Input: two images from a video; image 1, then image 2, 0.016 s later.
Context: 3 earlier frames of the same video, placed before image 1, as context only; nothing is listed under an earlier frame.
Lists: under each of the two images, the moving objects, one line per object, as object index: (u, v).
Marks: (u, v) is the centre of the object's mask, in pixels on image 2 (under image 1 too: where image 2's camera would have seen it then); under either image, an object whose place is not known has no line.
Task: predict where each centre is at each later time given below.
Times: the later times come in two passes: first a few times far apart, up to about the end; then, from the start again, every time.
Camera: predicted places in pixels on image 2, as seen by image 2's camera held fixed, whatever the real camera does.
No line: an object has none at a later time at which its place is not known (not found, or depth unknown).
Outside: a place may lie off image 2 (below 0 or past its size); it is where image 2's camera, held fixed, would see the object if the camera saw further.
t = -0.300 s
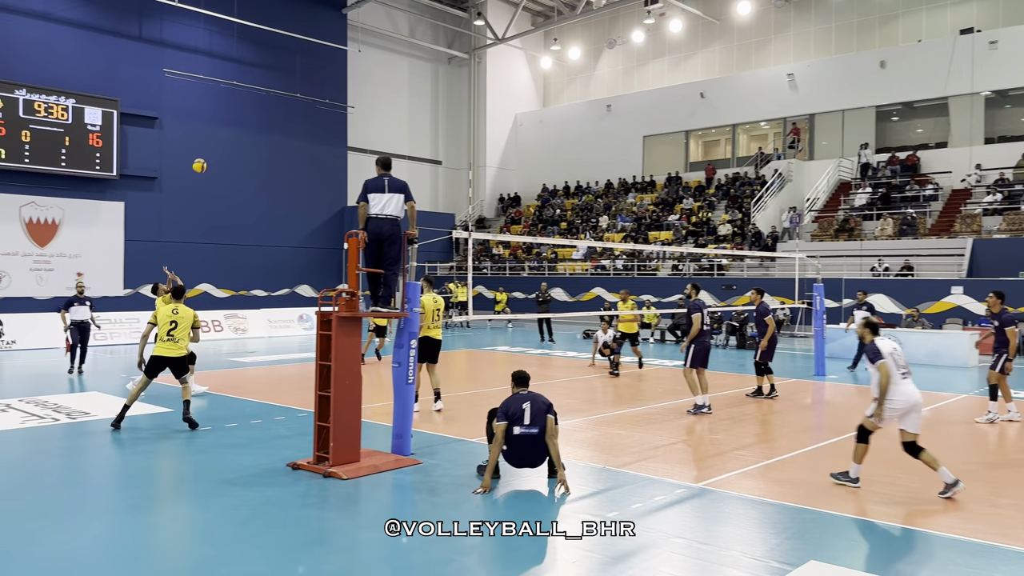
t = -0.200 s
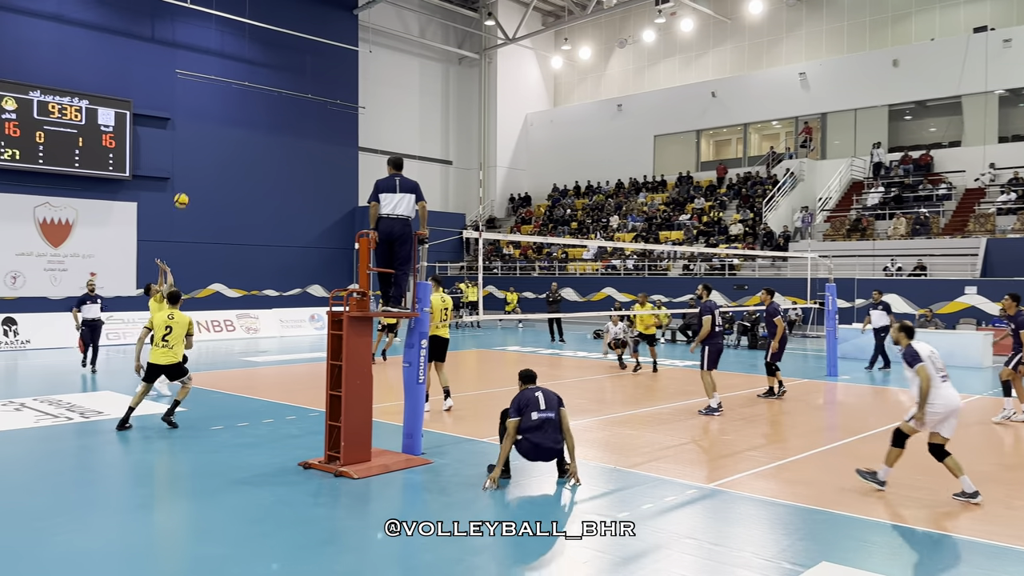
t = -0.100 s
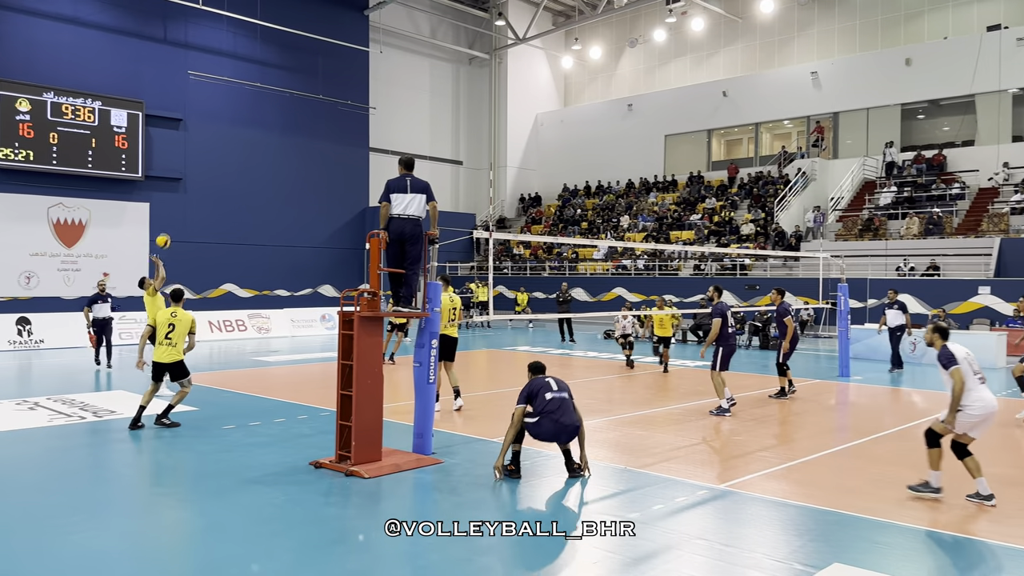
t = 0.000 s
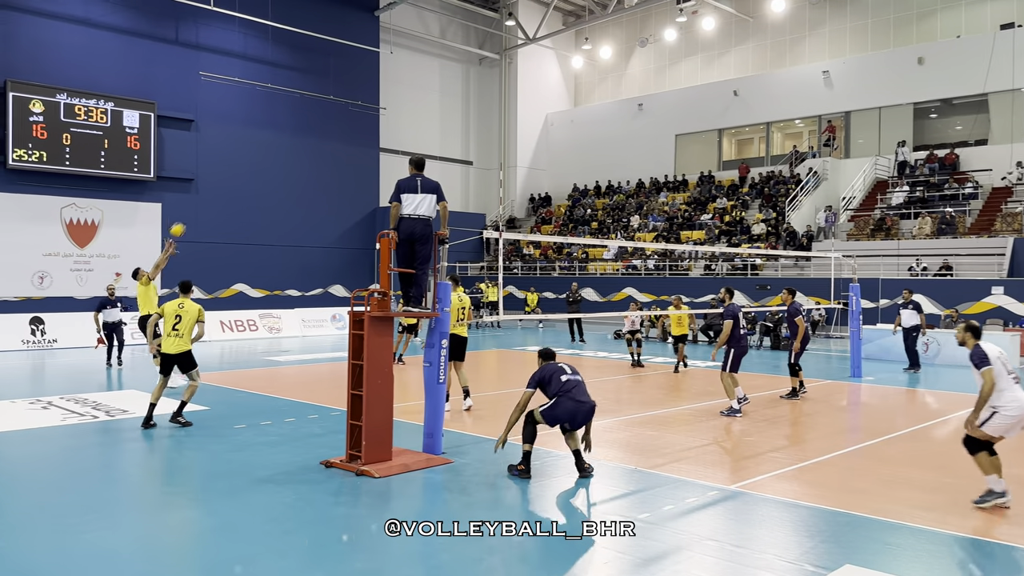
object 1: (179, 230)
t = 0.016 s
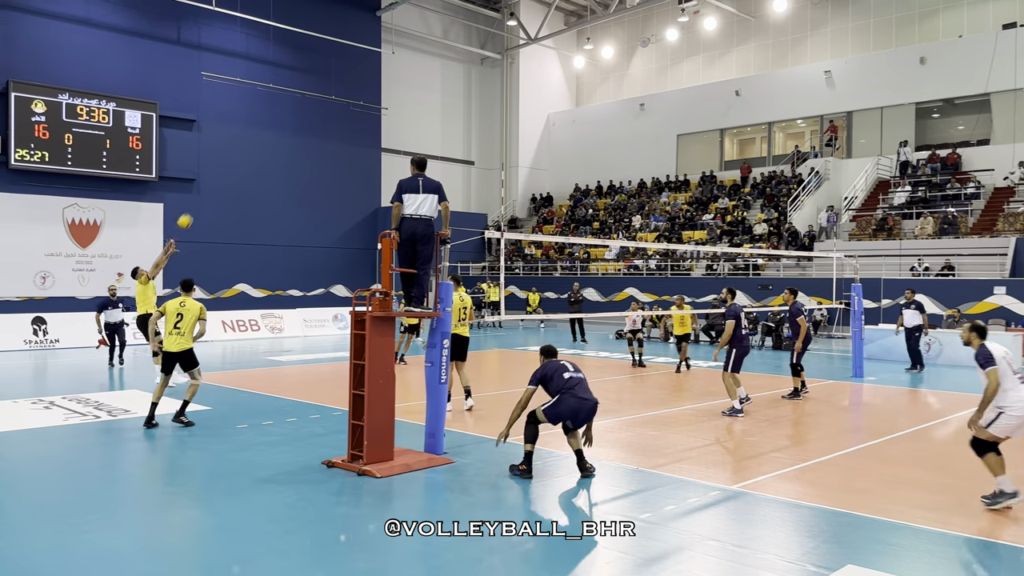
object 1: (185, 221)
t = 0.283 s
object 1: (267, 110)
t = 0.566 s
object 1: (348, 48)
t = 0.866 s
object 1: (423, 36)
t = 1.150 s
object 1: (485, 73)
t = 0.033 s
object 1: (190, 213)
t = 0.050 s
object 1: (195, 204)
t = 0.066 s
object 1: (201, 196)
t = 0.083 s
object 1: (205, 188)
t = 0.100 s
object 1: (211, 181)
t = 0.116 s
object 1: (216, 173)
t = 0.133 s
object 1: (221, 166)
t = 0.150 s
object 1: (226, 159)
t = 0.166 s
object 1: (232, 152)
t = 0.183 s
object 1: (236, 145)
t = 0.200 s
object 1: (242, 139)
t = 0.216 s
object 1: (247, 133)
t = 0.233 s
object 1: (252, 127)
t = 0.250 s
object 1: (257, 121)
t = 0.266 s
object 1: (262, 115)
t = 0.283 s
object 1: (267, 110)
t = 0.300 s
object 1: (273, 105)
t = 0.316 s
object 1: (278, 100)
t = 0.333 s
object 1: (283, 95)
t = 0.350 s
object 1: (287, 90)
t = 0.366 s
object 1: (292, 86)
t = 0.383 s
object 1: (297, 82)
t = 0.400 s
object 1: (302, 78)
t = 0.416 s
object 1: (307, 74)
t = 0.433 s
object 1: (311, 70)
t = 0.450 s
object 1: (316, 67)
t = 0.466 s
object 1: (321, 63)
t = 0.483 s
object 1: (325, 60)
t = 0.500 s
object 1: (330, 57)
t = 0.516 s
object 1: (335, 54)
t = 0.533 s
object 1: (339, 52)
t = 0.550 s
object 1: (344, 50)
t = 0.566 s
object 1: (348, 48)
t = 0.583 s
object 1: (353, 45)
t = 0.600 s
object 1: (357, 43)
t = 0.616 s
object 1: (362, 41)
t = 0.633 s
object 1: (366, 40)
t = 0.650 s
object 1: (370, 39)
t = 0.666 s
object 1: (375, 38)
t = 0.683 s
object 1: (378, 36)
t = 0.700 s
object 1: (383, 36)
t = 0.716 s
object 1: (387, 35)
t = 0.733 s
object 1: (391, 35)
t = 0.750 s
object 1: (395, 34)
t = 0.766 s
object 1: (399, 34)
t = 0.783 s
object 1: (403, 34)
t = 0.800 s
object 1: (407, 34)
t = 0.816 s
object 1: (412, 34)
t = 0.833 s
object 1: (416, 35)
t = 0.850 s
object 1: (420, 35)
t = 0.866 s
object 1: (423, 36)
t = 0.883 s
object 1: (427, 37)
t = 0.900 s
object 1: (431, 38)
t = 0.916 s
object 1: (435, 40)
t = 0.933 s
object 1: (439, 41)
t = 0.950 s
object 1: (443, 43)
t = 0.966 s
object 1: (446, 45)
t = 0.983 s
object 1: (450, 46)
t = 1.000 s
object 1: (454, 48)
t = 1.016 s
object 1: (457, 51)
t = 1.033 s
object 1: (461, 53)
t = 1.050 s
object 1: (464, 56)
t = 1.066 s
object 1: (468, 58)
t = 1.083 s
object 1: (472, 61)
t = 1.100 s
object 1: (475, 64)
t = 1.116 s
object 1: (478, 66)
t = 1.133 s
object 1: (481, 70)
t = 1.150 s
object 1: (485, 73)
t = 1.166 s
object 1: (487, 76)
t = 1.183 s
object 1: (490, 80)
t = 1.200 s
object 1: (493, 84)
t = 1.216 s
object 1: (497, 87)
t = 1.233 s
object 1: (501, 92)
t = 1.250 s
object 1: (502, 96)
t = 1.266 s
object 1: (508, 99)
